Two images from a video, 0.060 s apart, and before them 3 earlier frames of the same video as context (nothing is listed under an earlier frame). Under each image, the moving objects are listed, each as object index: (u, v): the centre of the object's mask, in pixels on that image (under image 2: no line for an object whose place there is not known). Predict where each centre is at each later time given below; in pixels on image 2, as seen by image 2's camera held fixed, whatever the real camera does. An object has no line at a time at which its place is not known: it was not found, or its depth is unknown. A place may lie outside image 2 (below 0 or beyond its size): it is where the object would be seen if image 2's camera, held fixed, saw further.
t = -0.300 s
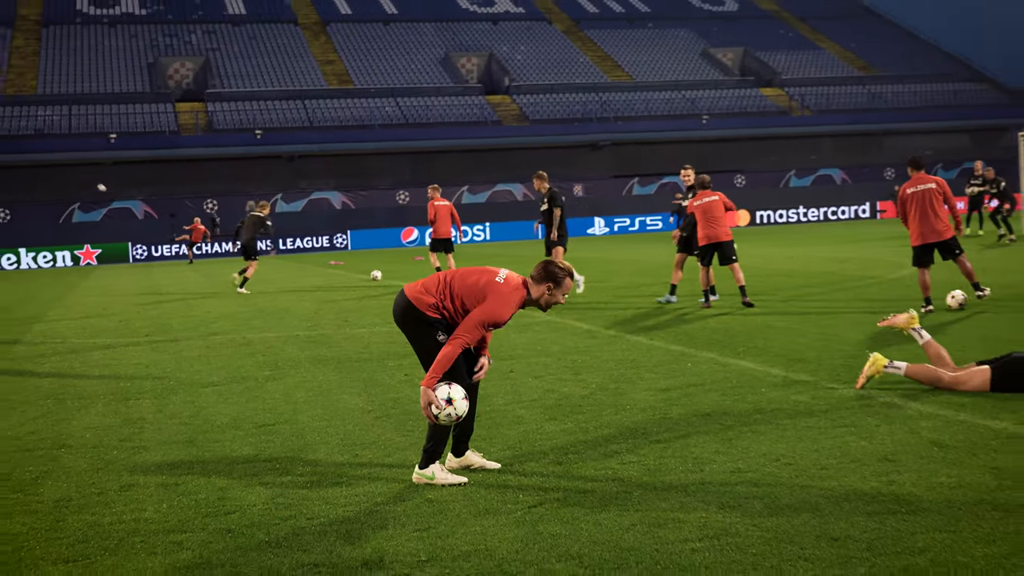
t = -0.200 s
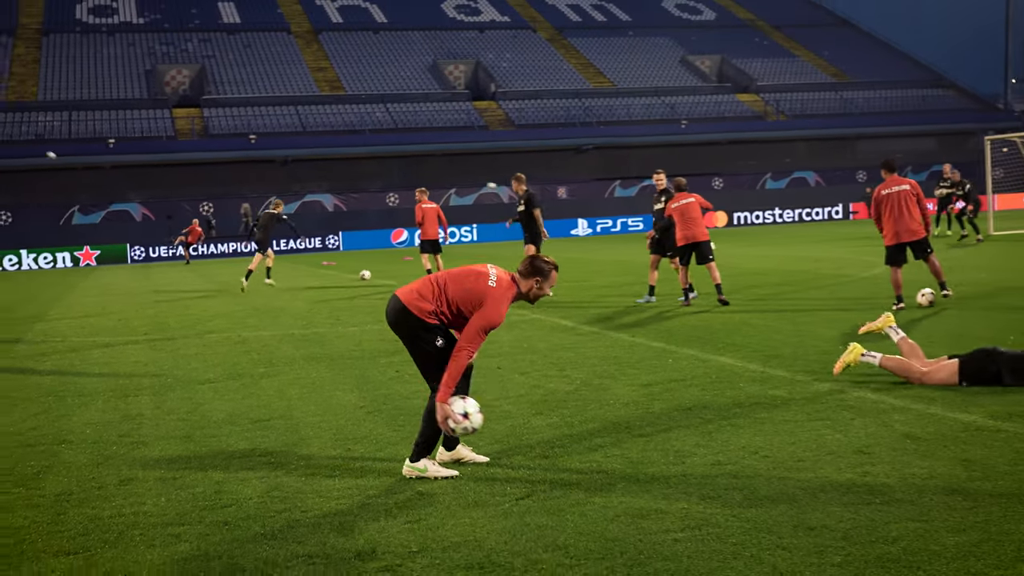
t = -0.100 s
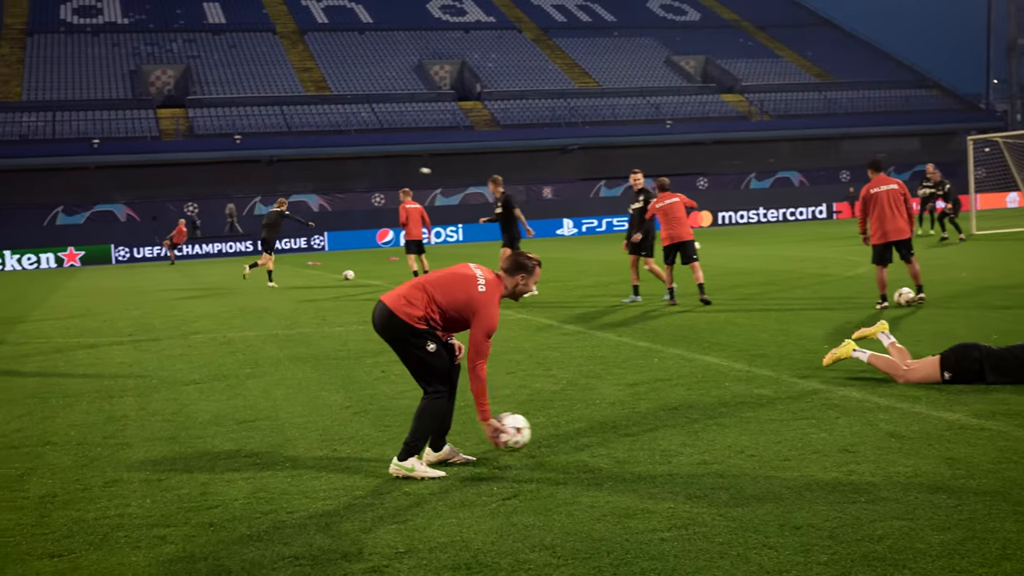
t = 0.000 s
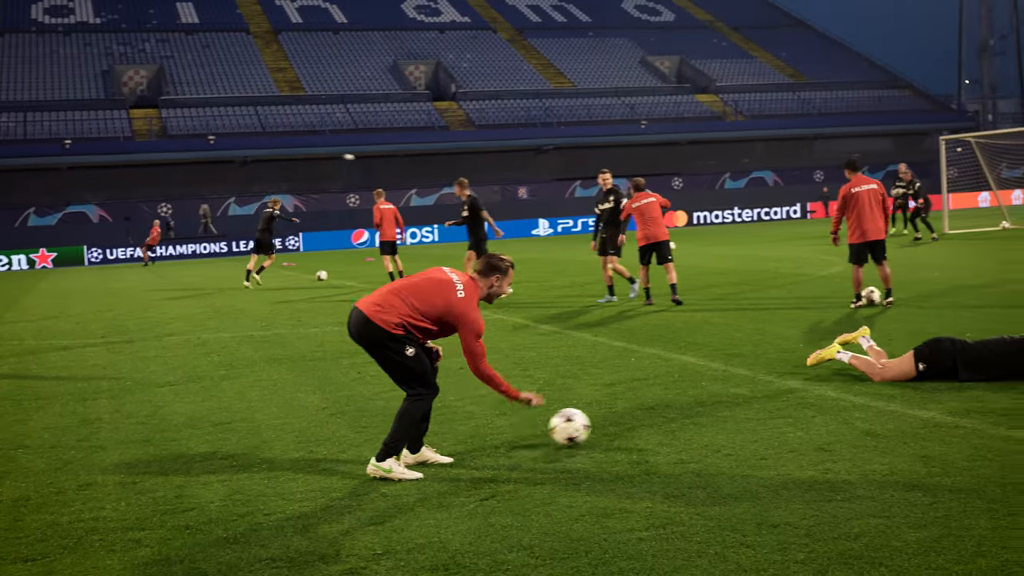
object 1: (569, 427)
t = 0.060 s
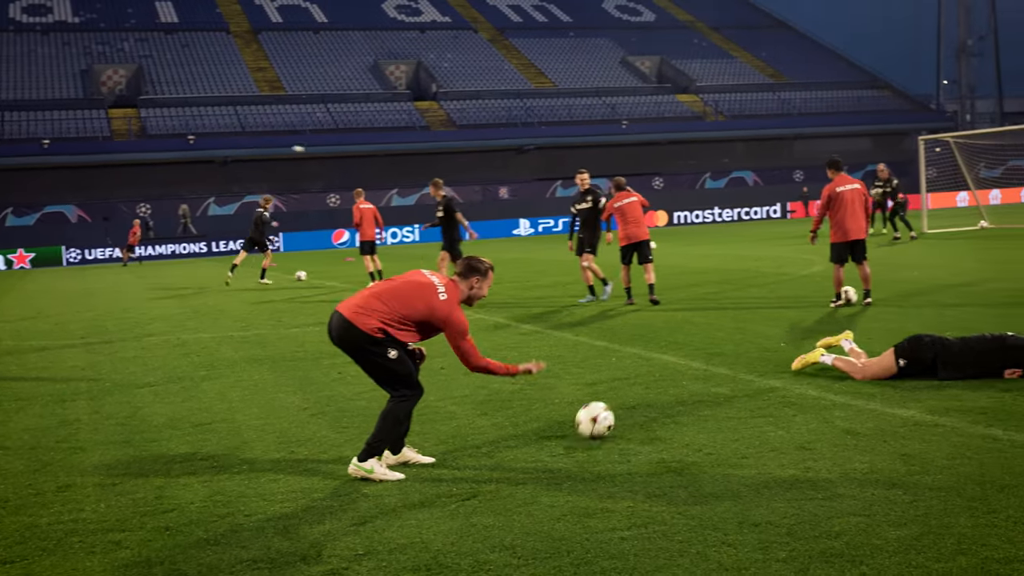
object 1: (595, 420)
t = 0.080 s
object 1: (607, 416)
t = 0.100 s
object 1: (620, 411)
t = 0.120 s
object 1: (632, 407)
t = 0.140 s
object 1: (643, 405)
